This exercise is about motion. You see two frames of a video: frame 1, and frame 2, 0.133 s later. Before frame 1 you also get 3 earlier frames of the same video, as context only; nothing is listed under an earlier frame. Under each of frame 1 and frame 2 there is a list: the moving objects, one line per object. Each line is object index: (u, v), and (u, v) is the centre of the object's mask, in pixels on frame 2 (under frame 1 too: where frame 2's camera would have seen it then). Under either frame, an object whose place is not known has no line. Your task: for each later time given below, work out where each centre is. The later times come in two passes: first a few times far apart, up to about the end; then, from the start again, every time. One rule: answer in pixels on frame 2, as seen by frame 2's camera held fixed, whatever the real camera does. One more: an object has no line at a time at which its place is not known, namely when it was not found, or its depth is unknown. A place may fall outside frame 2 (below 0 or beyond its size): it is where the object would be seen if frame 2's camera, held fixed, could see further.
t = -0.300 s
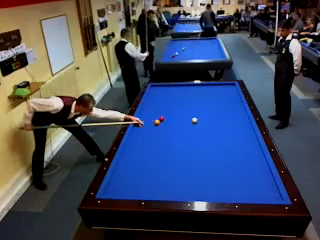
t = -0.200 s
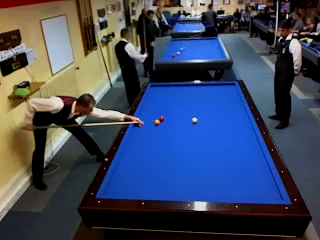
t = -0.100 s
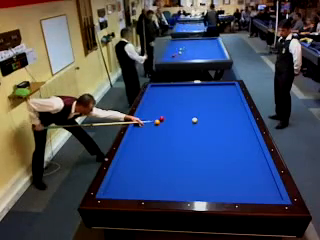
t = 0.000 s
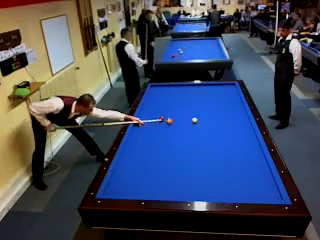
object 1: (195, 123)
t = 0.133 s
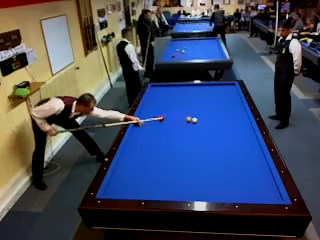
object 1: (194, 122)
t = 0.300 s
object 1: (211, 124)
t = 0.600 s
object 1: (235, 129)
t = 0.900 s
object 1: (248, 134)
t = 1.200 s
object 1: (235, 138)
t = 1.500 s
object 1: (222, 141)
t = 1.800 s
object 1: (209, 145)
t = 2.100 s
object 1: (196, 149)
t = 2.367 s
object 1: (185, 153)
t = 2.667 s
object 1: (171, 156)
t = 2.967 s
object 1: (158, 160)
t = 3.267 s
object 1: (145, 164)
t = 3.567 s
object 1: (131, 168)
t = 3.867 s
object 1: (118, 172)
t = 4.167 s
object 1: (119, 174)
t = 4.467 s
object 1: (124, 177)
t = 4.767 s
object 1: (130, 179)
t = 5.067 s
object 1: (135, 181)
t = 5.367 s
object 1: (139, 183)
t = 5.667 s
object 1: (144, 185)
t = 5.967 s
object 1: (148, 186)
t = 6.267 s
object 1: (152, 188)
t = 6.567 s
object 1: (155, 189)
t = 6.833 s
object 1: (158, 190)
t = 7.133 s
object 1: (161, 191)
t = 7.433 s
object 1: (164, 192)
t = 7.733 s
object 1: (166, 192)
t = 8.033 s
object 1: (167, 193)
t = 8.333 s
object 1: (168, 193)
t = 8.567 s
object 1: (169, 193)
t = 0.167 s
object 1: (196, 122)
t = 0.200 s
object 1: (200, 123)
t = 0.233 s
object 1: (204, 123)
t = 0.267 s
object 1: (207, 124)
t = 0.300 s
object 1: (211, 124)
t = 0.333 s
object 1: (213, 125)
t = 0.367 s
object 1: (216, 125)
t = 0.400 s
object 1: (219, 126)
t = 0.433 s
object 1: (221, 127)
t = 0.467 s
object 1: (224, 127)
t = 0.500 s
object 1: (227, 128)
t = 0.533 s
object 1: (229, 128)
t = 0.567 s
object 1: (232, 129)
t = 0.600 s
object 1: (235, 129)
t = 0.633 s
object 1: (237, 130)
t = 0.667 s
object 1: (240, 131)
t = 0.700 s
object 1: (243, 131)
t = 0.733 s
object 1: (246, 132)
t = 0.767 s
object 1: (249, 132)
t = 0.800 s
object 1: (251, 133)
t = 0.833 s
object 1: (251, 133)
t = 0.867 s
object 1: (249, 134)
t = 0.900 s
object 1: (248, 134)
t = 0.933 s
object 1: (246, 134)
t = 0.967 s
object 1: (245, 135)
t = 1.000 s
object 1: (243, 135)
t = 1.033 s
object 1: (242, 136)
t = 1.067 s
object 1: (240, 136)
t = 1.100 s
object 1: (239, 137)
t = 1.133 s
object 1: (238, 137)
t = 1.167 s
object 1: (236, 137)
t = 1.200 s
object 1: (235, 138)
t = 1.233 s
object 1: (233, 138)
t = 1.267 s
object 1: (232, 138)
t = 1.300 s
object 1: (231, 139)
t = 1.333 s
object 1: (229, 139)
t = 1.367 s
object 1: (228, 140)
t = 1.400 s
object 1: (226, 140)
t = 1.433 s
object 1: (225, 141)
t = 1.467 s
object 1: (223, 141)
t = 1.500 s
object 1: (222, 141)
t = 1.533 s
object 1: (220, 142)
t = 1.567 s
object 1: (219, 142)
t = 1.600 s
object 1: (218, 142)
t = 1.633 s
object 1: (216, 143)
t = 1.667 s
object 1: (215, 144)
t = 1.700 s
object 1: (213, 144)
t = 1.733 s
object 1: (212, 145)
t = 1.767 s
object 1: (210, 145)
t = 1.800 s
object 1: (209, 145)
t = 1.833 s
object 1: (208, 146)
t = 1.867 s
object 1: (206, 146)
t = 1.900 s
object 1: (205, 147)
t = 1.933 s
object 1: (203, 147)
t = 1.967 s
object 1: (202, 148)
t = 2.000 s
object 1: (201, 148)
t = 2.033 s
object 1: (199, 148)
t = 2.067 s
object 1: (197, 149)
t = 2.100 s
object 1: (196, 149)
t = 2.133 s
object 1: (195, 150)
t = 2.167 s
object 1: (193, 150)
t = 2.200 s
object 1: (192, 150)
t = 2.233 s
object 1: (190, 151)
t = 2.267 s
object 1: (189, 151)
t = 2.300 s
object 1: (187, 152)
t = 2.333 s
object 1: (186, 152)
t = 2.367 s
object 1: (185, 153)
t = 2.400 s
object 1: (183, 153)
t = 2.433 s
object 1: (182, 154)
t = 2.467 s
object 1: (180, 154)
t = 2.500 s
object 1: (179, 154)
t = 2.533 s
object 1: (177, 155)
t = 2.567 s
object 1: (176, 155)
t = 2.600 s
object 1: (174, 155)
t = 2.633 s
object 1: (172, 156)
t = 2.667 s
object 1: (171, 156)
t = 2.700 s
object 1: (170, 156)
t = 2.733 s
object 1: (168, 157)
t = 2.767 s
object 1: (167, 158)
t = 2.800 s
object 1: (165, 158)
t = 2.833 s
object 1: (164, 159)
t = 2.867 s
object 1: (163, 159)
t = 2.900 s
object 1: (161, 159)
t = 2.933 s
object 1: (160, 160)
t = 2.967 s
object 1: (158, 160)
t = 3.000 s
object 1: (156, 161)
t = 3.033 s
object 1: (155, 161)
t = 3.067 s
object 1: (154, 161)
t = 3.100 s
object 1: (152, 162)
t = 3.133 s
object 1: (151, 162)
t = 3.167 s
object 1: (149, 163)
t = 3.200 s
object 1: (148, 163)
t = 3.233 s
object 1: (146, 163)
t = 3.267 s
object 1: (145, 164)
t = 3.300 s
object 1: (143, 164)
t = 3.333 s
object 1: (142, 165)
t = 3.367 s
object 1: (140, 165)
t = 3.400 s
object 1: (139, 166)
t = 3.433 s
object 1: (137, 166)
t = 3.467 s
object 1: (136, 167)
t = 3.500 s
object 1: (134, 167)
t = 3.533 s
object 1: (133, 167)
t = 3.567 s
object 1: (131, 168)
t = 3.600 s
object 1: (130, 168)
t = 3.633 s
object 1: (129, 168)
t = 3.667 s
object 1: (127, 169)
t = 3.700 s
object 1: (126, 169)
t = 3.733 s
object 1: (124, 170)
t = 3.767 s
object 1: (123, 170)
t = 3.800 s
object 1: (121, 171)
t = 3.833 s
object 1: (119, 171)
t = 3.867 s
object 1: (118, 172)
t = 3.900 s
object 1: (117, 172)
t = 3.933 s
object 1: (115, 173)
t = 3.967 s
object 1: (116, 173)
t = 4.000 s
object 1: (116, 173)
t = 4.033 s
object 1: (117, 173)
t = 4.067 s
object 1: (118, 174)
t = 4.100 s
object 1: (118, 174)
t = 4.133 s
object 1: (119, 174)
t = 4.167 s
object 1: (119, 174)
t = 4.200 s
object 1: (120, 174)
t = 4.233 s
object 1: (121, 175)
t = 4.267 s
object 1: (121, 175)
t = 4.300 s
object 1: (122, 175)
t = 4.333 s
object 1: (122, 176)
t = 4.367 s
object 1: (123, 176)
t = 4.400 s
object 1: (123, 176)
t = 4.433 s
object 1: (124, 177)
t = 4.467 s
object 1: (124, 177)
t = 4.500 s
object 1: (125, 177)
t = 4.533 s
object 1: (125, 177)
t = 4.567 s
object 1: (126, 178)
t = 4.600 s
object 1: (127, 178)
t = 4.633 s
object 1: (128, 178)
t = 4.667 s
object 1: (128, 178)
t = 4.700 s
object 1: (128, 179)
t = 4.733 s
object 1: (129, 179)
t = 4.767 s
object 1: (130, 179)
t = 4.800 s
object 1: (130, 179)
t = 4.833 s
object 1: (131, 180)
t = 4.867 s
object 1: (132, 180)
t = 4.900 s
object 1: (132, 180)
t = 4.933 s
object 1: (133, 180)
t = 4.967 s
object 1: (133, 181)
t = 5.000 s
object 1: (133, 181)
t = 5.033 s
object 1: (134, 181)
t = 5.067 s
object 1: (135, 181)
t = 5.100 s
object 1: (135, 181)
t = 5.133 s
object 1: (136, 181)
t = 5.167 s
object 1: (136, 182)
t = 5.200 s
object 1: (137, 182)
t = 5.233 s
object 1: (138, 182)
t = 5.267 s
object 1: (138, 183)
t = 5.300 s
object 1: (138, 183)
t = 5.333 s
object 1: (139, 183)
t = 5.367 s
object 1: (139, 183)
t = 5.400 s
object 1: (140, 183)
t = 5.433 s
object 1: (140, 184)
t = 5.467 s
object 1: (141, 184)
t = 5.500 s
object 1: (141, 184)
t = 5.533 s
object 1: (142, 184)
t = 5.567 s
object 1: (142, 184)
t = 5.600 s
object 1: (143, 184)
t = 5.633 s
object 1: (143, 185)
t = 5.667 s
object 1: (144, 185)
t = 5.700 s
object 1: (144, 185)
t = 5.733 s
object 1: (145, 185)
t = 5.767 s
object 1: (145, 185)
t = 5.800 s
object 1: (146, 186)
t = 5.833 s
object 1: (146, 186)
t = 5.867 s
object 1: (147, 186)
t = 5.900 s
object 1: (147, 186)
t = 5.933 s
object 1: (148, 186)
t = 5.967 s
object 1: (148, 186)
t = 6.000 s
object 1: (149, 187)
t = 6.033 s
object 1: (149, 187)
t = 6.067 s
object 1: (149, 187)
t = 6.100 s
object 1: (150, 187)
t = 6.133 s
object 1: (150, 187)
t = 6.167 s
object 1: (151, 187)
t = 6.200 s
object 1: (151, 187)
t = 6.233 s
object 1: (152, 188)
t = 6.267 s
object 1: (152, 188)
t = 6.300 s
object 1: (152, 188)
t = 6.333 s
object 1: (153, 188)
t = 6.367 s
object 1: (153, 188)
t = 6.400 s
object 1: (154, 188)
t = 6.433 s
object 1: (154, 188)
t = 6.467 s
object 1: (154, 189)
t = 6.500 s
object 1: (155, 189)
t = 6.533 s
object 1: (155, 189)
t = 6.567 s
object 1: (155, 189)
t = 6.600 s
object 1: (156, 189)
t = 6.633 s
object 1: (156, 189)
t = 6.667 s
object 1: (156, 189)
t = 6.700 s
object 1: (157, 190)
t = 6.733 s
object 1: (157, 190)
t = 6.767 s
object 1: (157, 190)
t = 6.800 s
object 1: (158, 190)
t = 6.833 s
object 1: (158, 190)
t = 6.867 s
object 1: (158, 190)
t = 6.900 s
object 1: (159, 190)
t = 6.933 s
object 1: (159, 190)
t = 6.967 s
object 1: (160, 190)
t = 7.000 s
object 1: (160, 191)
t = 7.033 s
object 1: (160, 191)
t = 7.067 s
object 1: (160, 191)
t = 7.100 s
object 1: (161, 191)
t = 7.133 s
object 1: (161, 191)
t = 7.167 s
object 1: (161, 191)
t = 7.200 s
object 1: (161, 191)
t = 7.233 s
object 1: (162, 191)
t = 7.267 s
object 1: (162, 191)
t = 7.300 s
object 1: (163, 192)
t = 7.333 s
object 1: (163, 192)
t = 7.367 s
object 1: (163, 192)
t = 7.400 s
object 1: (163, 192)
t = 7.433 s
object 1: (164, 192)
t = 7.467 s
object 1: (164, 192)
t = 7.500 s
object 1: (164, 192)
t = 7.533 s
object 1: (164, 192)
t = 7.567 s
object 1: (165, 192)
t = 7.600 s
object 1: (165, 192)
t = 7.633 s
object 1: (165, 192)
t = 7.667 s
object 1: (165, 192)
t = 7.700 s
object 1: (166, 192)
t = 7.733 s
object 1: (166, 192)
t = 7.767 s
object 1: (166, 192)
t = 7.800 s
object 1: (166, 192)
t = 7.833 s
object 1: (166, 192)
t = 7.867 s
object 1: (166, 192)
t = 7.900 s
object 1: (166, 192)
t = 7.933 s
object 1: (167, 192)
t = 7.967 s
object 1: (167, 192)
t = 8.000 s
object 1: (167, 192)
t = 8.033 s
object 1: (167, 193)
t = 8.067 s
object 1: (167, 192)
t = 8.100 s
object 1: (168, 193)
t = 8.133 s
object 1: (168, 193)
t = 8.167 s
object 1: (168, 193)
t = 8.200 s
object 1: (168, 193)
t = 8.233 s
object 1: (168, 193)
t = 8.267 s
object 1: (168, 193)
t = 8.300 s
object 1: (168, 193)
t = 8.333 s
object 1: (168, 193)
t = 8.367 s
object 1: (168, 193)
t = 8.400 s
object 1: (168, 193)
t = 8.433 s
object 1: (168, 193)
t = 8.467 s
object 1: (169, 193)
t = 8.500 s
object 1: (169, 193)
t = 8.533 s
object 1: (169, 193)
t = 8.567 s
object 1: (169, 193)
